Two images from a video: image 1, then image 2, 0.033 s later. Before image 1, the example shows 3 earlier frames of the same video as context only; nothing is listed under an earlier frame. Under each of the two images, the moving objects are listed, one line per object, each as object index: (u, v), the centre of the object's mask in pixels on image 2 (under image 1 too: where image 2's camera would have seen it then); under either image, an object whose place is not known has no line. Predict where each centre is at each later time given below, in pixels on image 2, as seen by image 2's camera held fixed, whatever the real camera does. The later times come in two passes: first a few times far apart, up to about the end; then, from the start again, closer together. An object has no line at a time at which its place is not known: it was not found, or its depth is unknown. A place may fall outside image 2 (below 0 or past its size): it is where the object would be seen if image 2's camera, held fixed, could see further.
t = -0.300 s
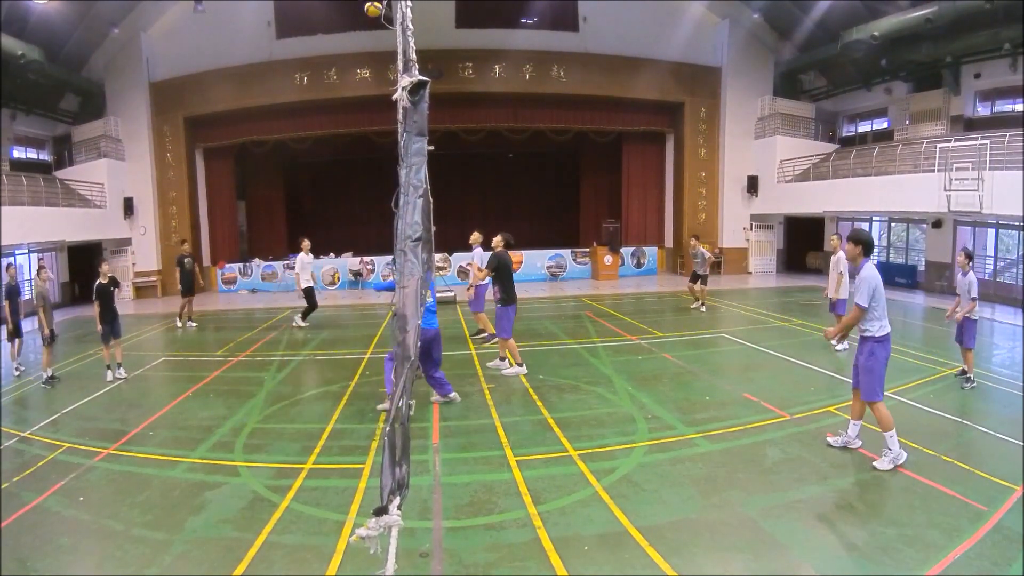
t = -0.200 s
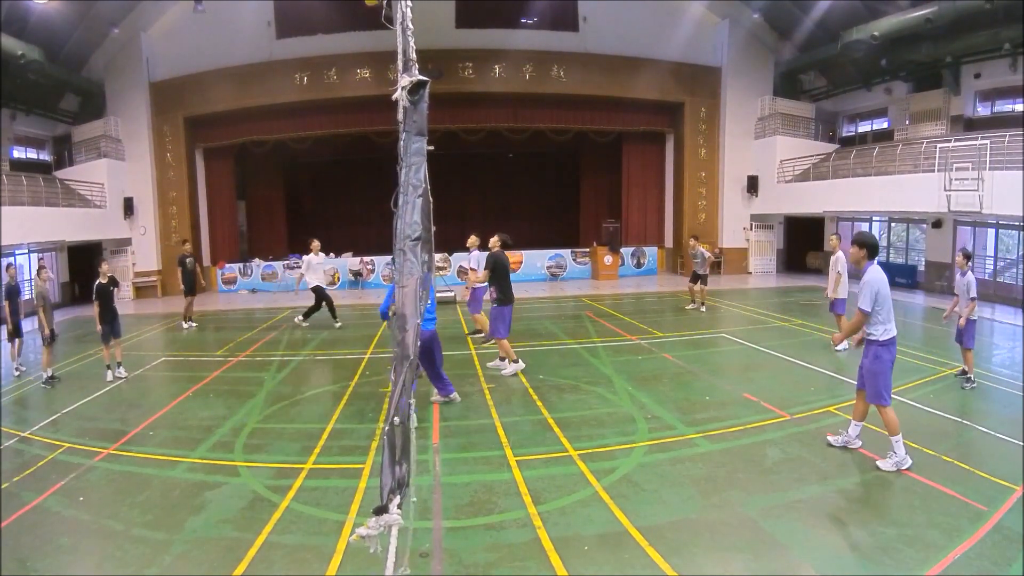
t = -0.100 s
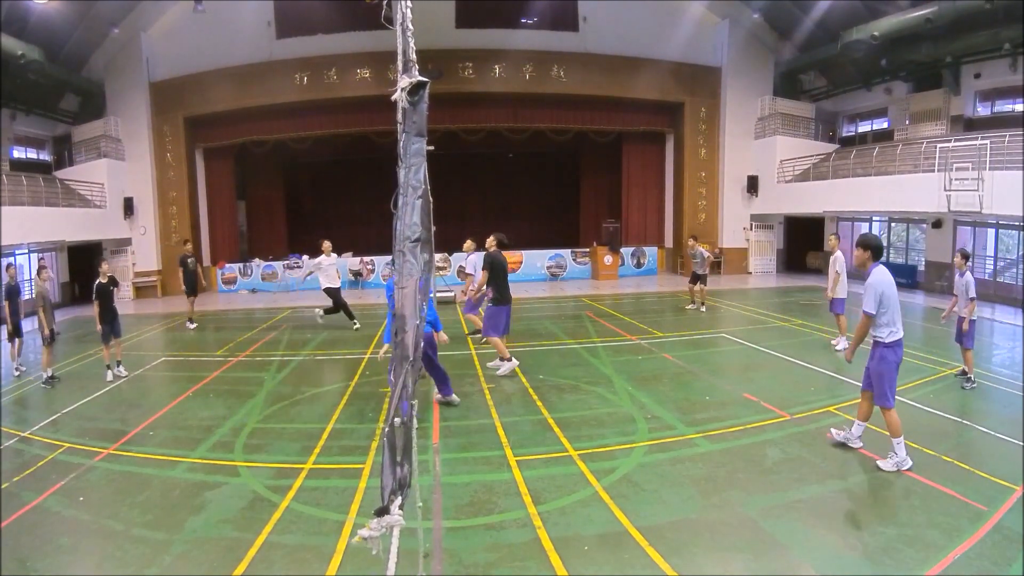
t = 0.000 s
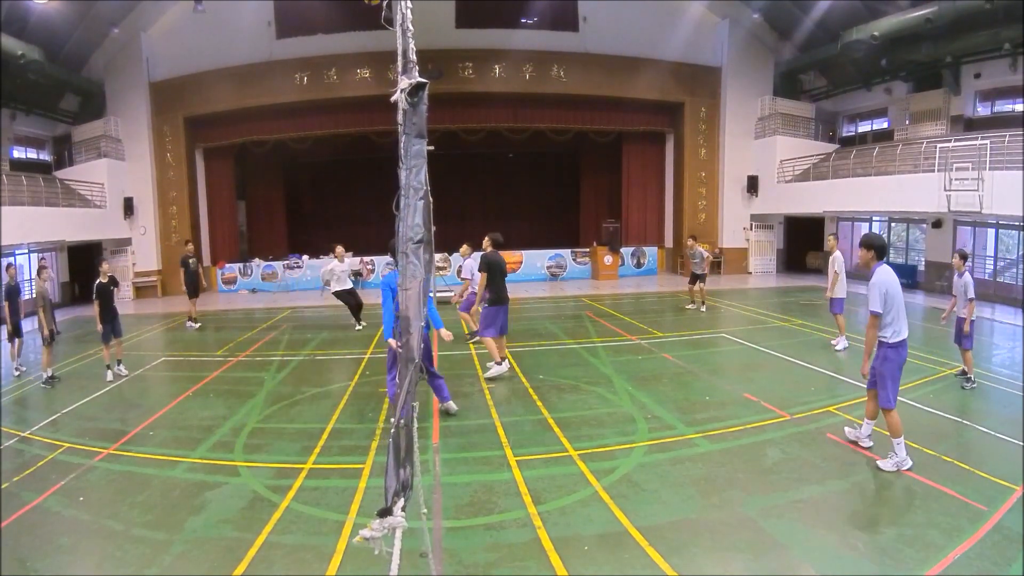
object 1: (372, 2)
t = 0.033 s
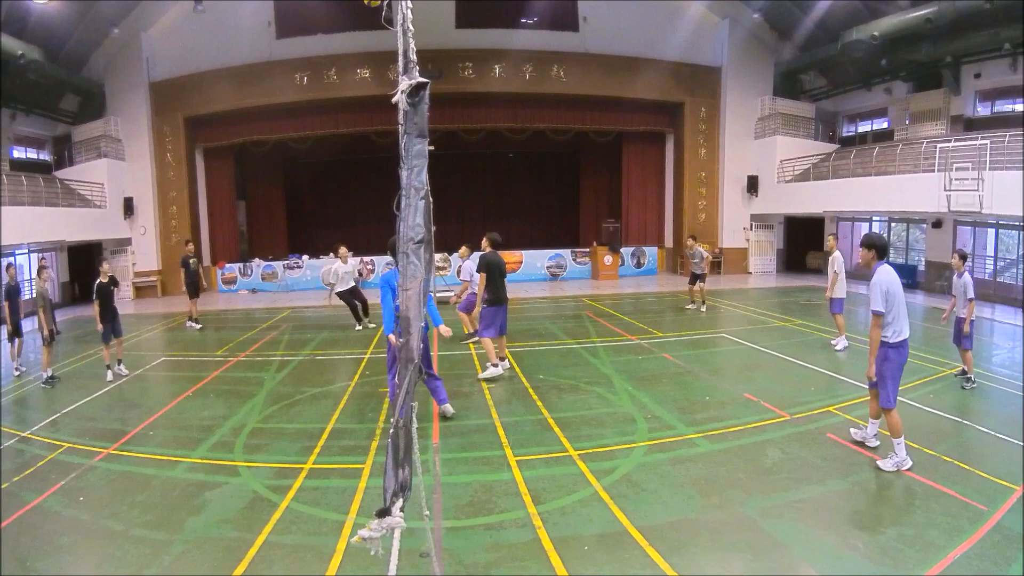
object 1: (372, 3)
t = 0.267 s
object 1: (374, 28)
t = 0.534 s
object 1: (377, 95)
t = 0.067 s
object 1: (372, 4)
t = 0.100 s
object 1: (372, 6)
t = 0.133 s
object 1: (372, 9)
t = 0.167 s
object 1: (373, 13)
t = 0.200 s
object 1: (373, 18)
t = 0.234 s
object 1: (373, 23)
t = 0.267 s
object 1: (374, 28)
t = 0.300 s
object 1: (374, 35)
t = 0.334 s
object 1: (374, 42)
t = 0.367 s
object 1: (375, 50)
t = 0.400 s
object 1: (375, 57)
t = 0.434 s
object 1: (375, 66)
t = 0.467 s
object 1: (376, 75)
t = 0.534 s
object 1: (377, 95)
